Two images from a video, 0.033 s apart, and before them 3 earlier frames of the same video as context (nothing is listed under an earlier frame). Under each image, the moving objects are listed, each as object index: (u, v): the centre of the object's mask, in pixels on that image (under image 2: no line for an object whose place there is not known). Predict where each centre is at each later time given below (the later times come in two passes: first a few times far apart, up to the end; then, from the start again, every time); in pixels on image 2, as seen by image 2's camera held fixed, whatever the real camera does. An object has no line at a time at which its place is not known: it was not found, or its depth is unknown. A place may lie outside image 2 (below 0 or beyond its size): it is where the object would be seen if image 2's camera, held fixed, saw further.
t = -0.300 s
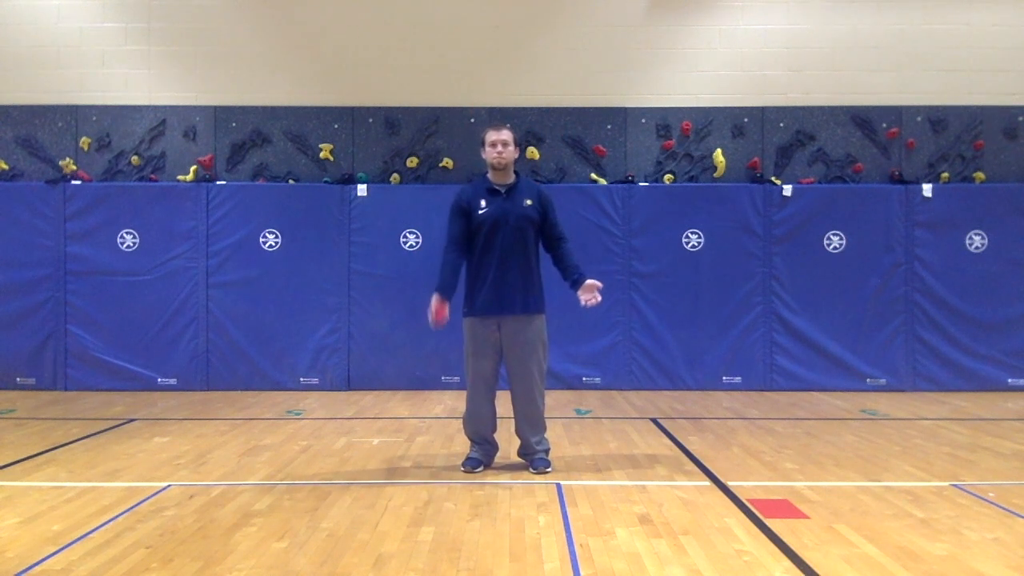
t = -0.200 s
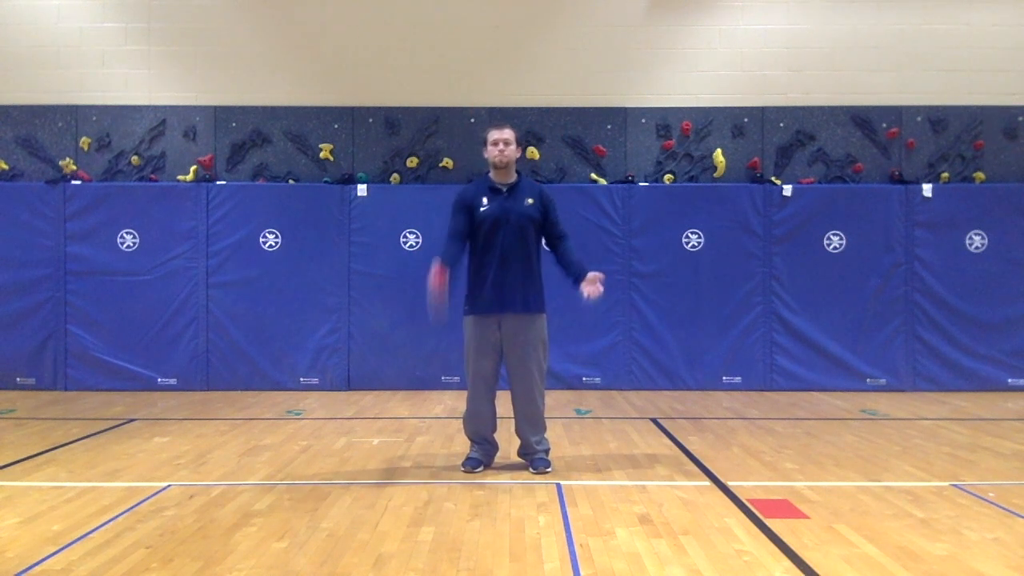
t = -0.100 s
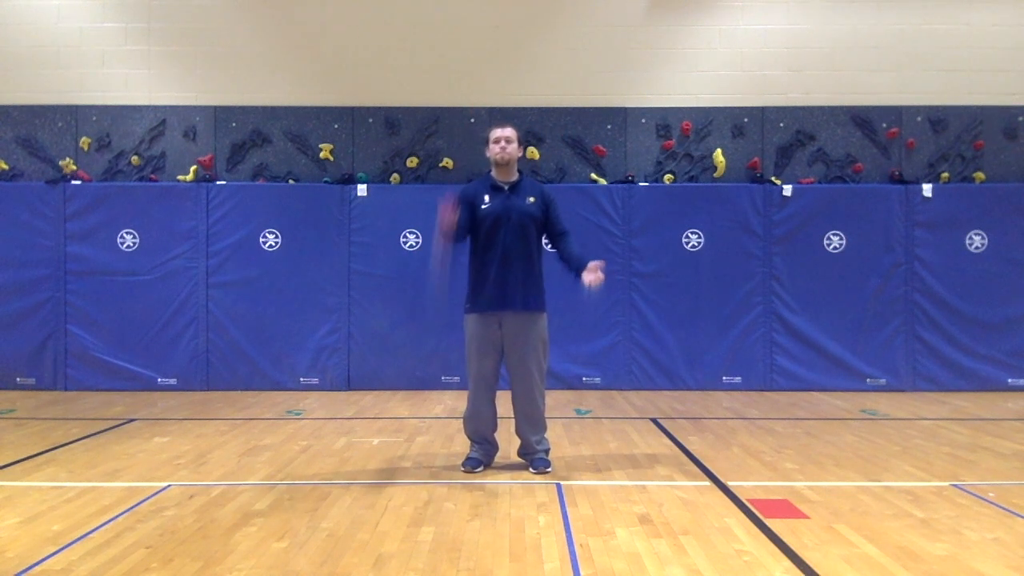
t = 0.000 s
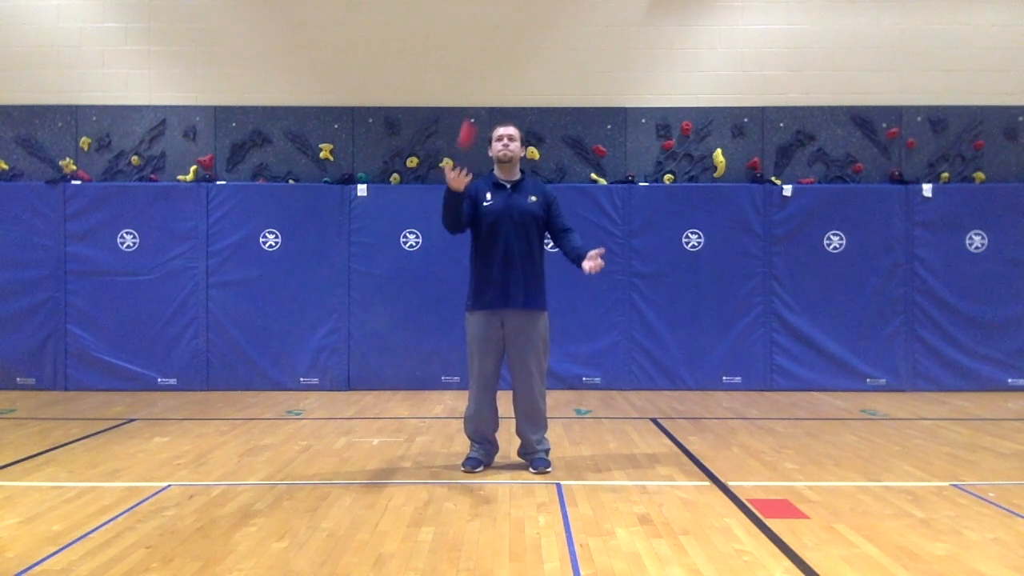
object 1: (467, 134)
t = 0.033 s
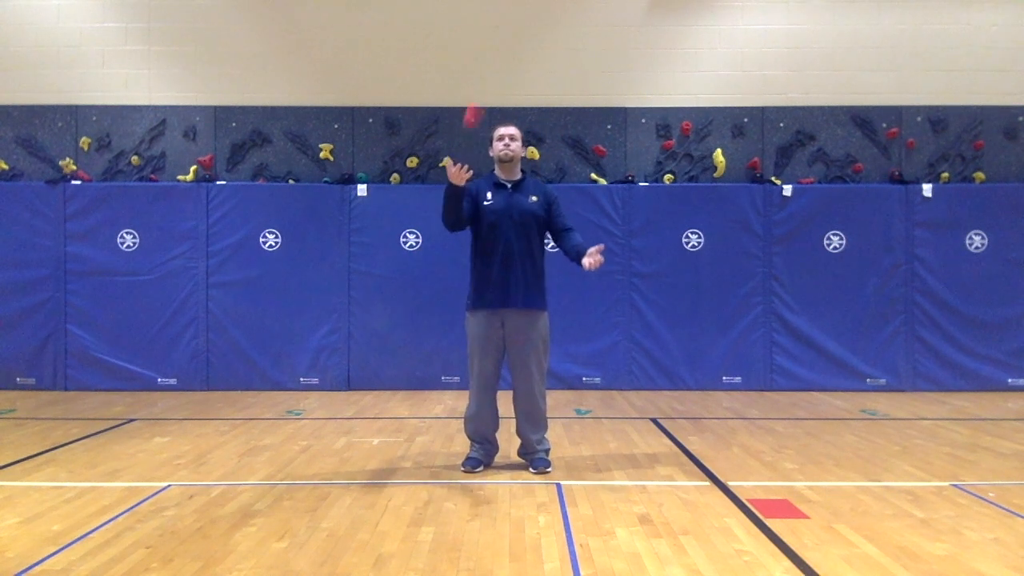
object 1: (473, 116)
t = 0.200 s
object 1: (501, 53)
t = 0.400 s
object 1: (535, 56)
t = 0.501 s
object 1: (554, 92)
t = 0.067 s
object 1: (478, 98)
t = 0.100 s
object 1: (483, 83)
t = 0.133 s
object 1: (490, 71)
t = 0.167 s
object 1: (495, 61)
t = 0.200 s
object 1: (501, 53)
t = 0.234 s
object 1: (507, 47)
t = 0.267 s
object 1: (512, 44)
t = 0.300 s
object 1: (518, 43)
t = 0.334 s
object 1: (524, 45)
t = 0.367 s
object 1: (530, 49)
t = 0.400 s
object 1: (535, 56)
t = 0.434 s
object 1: (541, 65)
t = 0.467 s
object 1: (548, 78)
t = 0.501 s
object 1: (554, 92)
